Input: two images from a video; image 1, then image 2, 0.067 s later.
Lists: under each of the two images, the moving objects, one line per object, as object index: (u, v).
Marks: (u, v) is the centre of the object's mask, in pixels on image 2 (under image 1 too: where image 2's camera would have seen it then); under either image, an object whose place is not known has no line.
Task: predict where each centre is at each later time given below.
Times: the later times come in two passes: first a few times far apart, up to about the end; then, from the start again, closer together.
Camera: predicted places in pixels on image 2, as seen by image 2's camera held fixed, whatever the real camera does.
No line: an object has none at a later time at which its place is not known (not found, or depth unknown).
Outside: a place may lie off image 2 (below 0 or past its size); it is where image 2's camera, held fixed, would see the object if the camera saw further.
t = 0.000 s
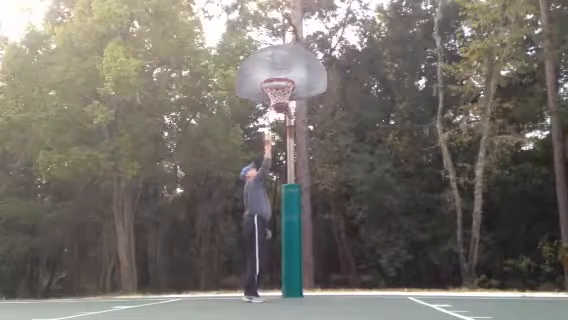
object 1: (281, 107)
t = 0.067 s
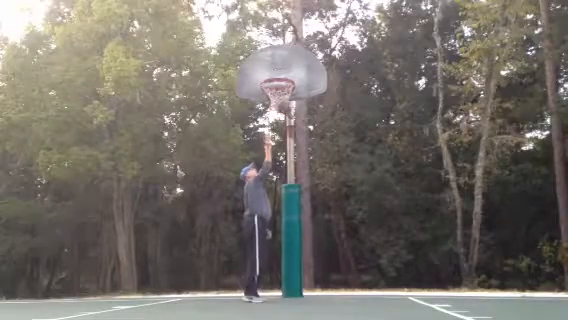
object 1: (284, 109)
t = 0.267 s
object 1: (290, 132)
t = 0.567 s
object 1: (312, 212)
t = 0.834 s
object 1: (322, 256)
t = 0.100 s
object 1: (285, 108)
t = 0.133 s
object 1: (284, 110)
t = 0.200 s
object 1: (291, 122)
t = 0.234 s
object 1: (299, 119)
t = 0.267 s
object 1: (290, 132)
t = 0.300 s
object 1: (295, 135)
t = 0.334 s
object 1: (296, 136)
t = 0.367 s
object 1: (300, 144)
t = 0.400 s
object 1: (298, 154)
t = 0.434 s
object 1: (303, 167)
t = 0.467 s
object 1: (307, 176)
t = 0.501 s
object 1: (309, 187)
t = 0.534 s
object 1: (310, 199)
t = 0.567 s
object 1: (312, 212)
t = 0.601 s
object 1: (314, 226)
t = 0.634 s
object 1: (318, 243)
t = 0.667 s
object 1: (319, 260)
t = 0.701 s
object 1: (321, 277)
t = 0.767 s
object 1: (326, 278)
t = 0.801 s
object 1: (323, 266)
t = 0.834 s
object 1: (322, 256)
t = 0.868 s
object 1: (322, 246)
